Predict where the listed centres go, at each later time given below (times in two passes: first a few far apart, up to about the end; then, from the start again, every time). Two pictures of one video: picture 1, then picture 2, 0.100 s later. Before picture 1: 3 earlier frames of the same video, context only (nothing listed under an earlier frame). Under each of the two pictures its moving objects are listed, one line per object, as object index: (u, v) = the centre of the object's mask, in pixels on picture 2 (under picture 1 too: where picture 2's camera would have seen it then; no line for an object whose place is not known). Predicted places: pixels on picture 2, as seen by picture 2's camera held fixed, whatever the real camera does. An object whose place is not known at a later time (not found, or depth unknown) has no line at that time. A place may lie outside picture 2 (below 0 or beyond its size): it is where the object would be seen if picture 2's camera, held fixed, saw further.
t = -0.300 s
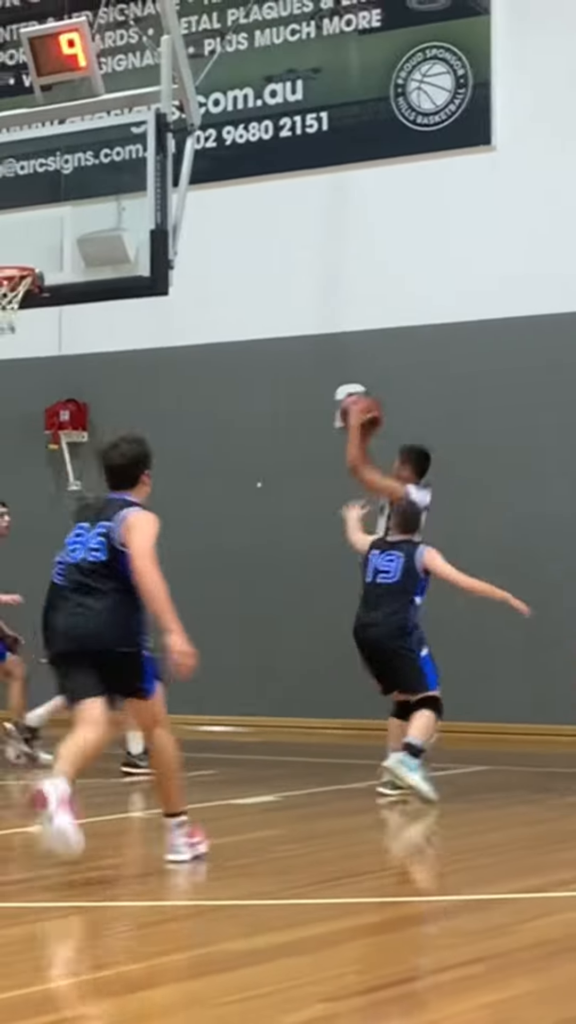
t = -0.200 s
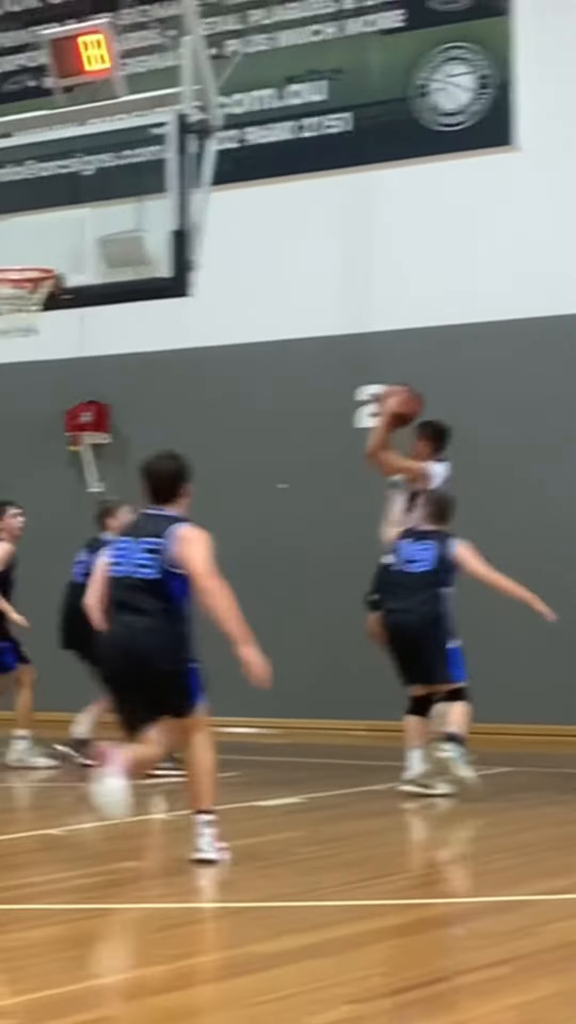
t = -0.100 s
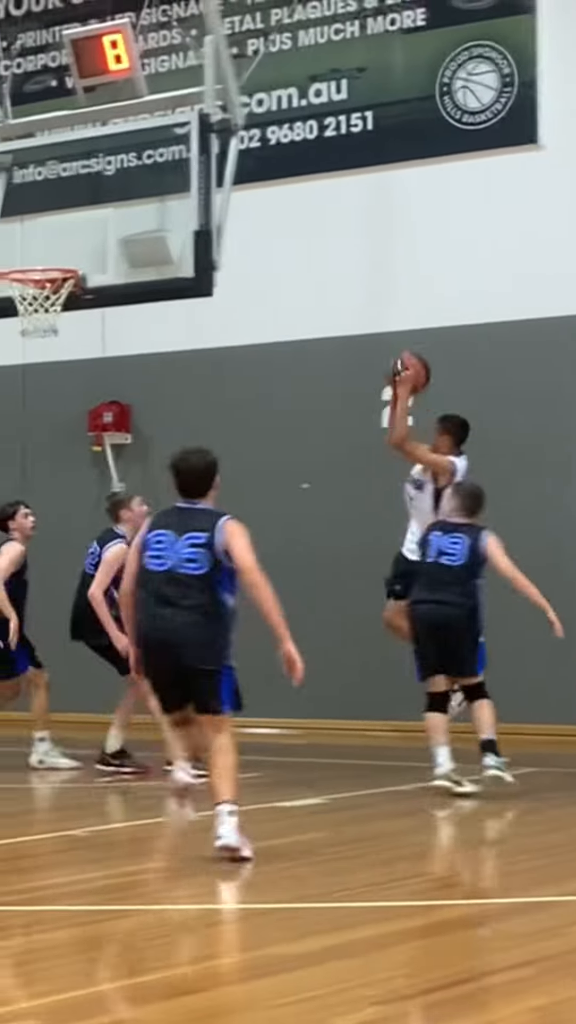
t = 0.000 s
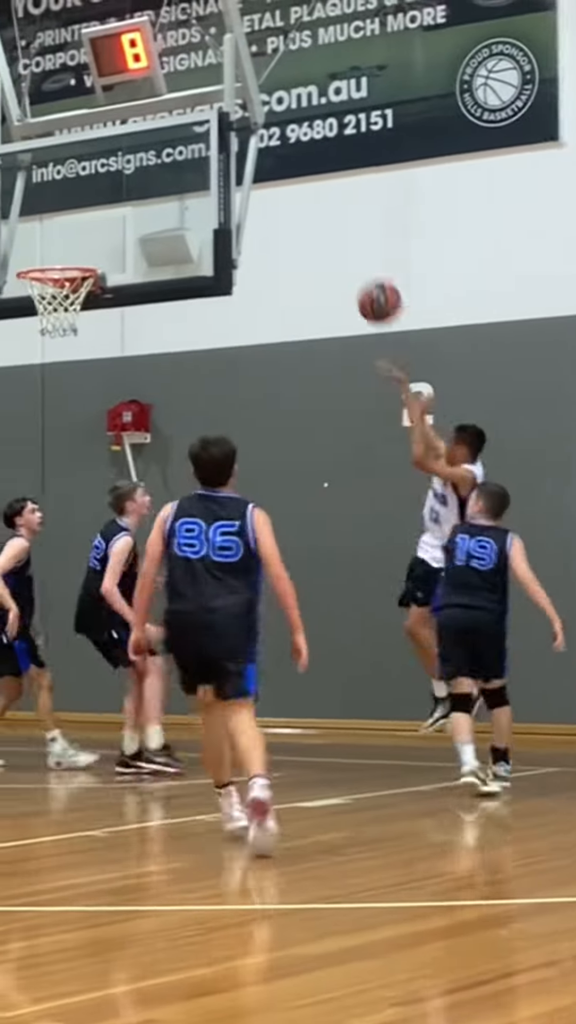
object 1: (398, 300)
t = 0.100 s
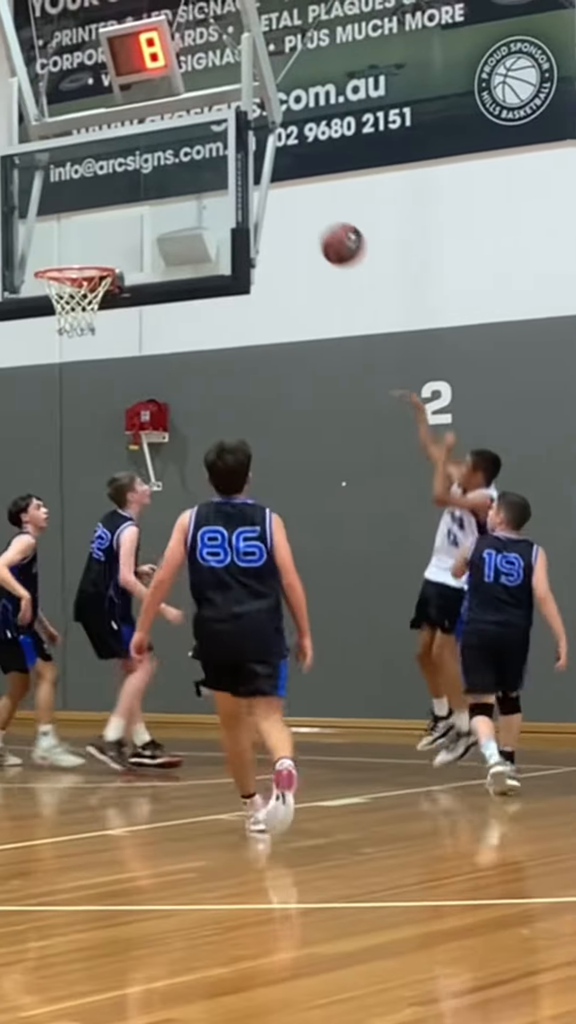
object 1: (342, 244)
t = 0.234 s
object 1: (272, 198)
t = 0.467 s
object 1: (155, 191)
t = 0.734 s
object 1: (66, 264)
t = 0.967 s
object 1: (62, 256)
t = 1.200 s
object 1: (81, 280)
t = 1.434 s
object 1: (89, 300)
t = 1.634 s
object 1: (67, 336)
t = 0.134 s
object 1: (324, 230)
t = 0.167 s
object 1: (306, 217)
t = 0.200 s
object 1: (289, 207)
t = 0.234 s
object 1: (272, 198)
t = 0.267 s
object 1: (255, 192)
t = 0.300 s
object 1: (236, 188)
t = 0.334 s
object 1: (221, 184)
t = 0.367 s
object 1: (204, 184)
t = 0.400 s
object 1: (187, 185)
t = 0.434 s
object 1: (170, 187)
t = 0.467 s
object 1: (155, 191)
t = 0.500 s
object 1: (138, 197)
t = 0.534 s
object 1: (122, 205)
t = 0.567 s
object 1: (107, 215)
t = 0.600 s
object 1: (91, 226)
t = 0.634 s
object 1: (76, 239)
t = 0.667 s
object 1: (61, 252)
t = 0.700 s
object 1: (55, 258)
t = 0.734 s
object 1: (66, 264)
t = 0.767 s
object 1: (79, 259)
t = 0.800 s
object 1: (83, 258)
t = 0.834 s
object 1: (86, 257)
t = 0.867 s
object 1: (87, 256)
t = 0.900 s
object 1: (79, 255)
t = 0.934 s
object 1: (70, 255)
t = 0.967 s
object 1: (62, 256)
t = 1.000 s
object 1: (56, 263)
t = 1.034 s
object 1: (58, 264)
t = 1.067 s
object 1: (60, 266)
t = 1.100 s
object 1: (62, 270)
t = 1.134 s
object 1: (66, 273)
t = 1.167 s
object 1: (77, 279)
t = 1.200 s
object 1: (81, 280)
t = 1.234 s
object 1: (90, 282)
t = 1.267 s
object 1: (97, 291)
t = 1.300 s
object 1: (99, 292)
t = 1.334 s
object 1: (99, 291)
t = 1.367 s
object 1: (97, 286)
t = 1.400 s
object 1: (95, 297)
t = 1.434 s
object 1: (89, 300)
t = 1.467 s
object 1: (85, 302)
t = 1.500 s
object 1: (78, 310)
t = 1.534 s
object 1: (77, 322)
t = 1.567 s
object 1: (73, 327)
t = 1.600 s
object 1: (69, 330)
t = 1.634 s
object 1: (67, 336)
